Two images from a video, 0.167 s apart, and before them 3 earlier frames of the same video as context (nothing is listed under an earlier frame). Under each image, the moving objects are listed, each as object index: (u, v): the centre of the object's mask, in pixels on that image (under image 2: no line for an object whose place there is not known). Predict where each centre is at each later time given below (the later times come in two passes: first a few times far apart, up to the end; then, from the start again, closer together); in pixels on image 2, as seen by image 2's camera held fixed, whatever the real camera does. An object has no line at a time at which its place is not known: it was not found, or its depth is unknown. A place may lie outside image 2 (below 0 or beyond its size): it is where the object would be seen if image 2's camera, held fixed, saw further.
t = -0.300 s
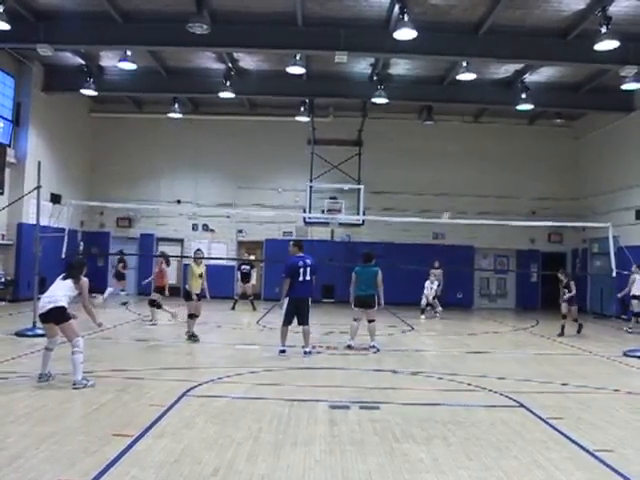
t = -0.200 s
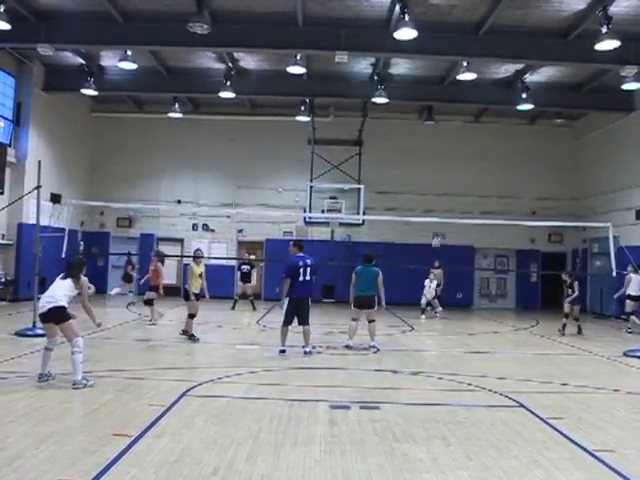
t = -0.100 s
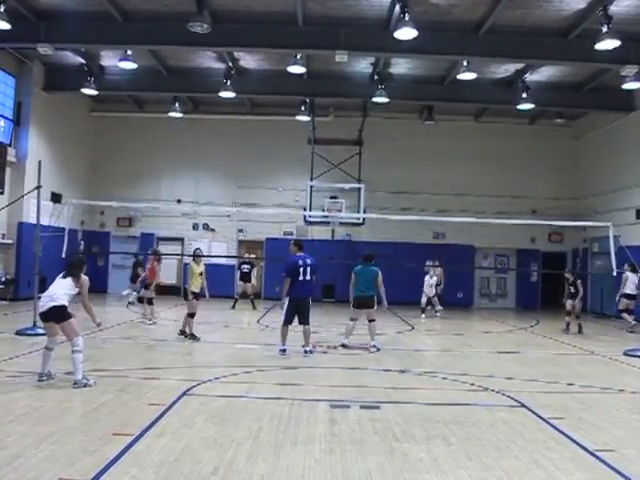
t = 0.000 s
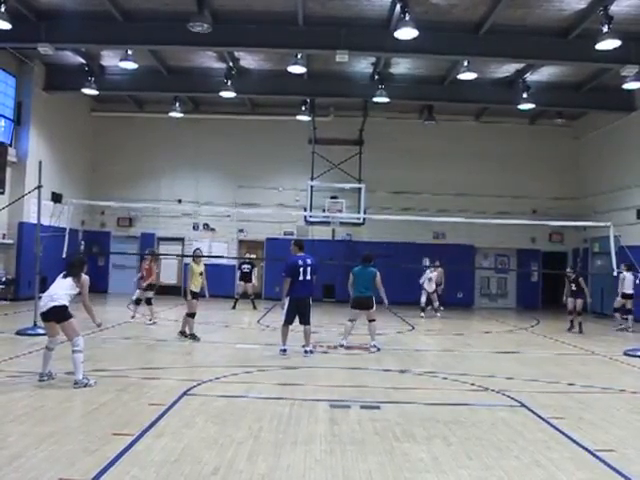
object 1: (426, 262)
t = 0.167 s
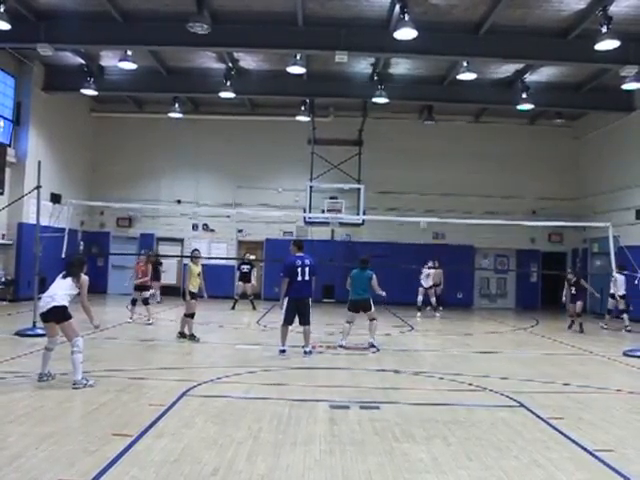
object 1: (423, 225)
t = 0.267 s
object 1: (423, 205)
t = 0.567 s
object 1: (419, 168)
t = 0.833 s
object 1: (415, 162)
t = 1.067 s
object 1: (412, 178)
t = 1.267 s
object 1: (408, 208)
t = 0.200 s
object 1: (423, 214)
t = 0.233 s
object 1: (423, 210)
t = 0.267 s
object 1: (423, 205)
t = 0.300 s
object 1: (422, 198)
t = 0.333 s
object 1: (422, 193)
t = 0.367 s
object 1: (421, 188)
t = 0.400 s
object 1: (420, 184)
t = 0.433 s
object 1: (420, 180)
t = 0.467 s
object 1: (420, 176)
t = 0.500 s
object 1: (420, 173)
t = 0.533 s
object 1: (420, 170)
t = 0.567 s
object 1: (419, 168)
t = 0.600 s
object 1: (419, 165)
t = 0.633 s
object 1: (418, 164)
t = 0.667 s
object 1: (418, 163)
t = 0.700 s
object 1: (417, 162)
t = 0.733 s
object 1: (417, 161)
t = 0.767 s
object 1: (416, 161)
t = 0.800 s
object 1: (416, 162)
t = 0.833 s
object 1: (415, 162)
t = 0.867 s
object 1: (415, 163)
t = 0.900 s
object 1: (414, 164)
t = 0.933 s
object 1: (414, 166)
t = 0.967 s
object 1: (413, 169)
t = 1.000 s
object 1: (413, 170)
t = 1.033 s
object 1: (412, 175)
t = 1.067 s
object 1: (412, 178)
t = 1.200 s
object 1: (410, 197)
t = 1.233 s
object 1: (409, 203)
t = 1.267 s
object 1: (408, 208)
